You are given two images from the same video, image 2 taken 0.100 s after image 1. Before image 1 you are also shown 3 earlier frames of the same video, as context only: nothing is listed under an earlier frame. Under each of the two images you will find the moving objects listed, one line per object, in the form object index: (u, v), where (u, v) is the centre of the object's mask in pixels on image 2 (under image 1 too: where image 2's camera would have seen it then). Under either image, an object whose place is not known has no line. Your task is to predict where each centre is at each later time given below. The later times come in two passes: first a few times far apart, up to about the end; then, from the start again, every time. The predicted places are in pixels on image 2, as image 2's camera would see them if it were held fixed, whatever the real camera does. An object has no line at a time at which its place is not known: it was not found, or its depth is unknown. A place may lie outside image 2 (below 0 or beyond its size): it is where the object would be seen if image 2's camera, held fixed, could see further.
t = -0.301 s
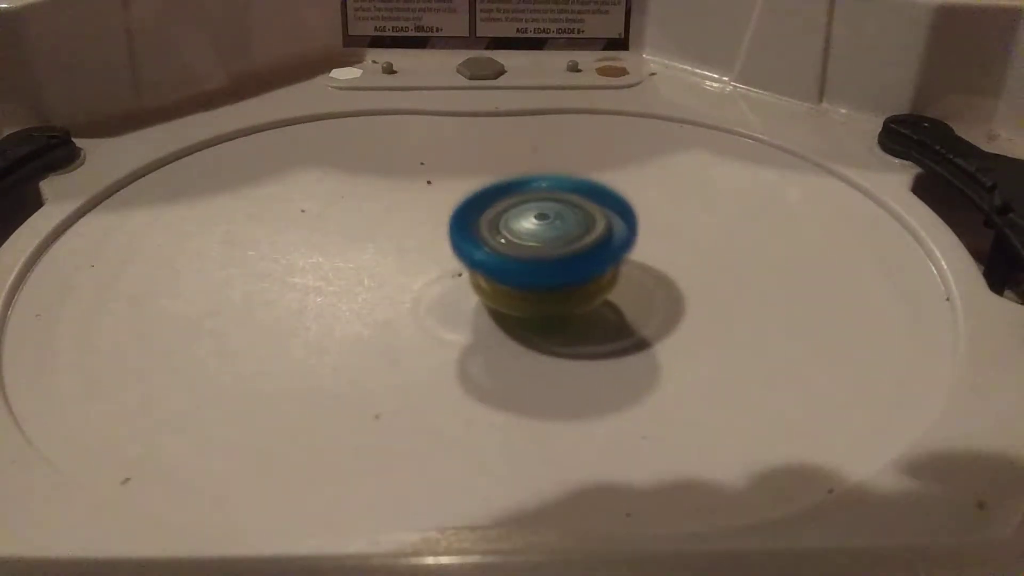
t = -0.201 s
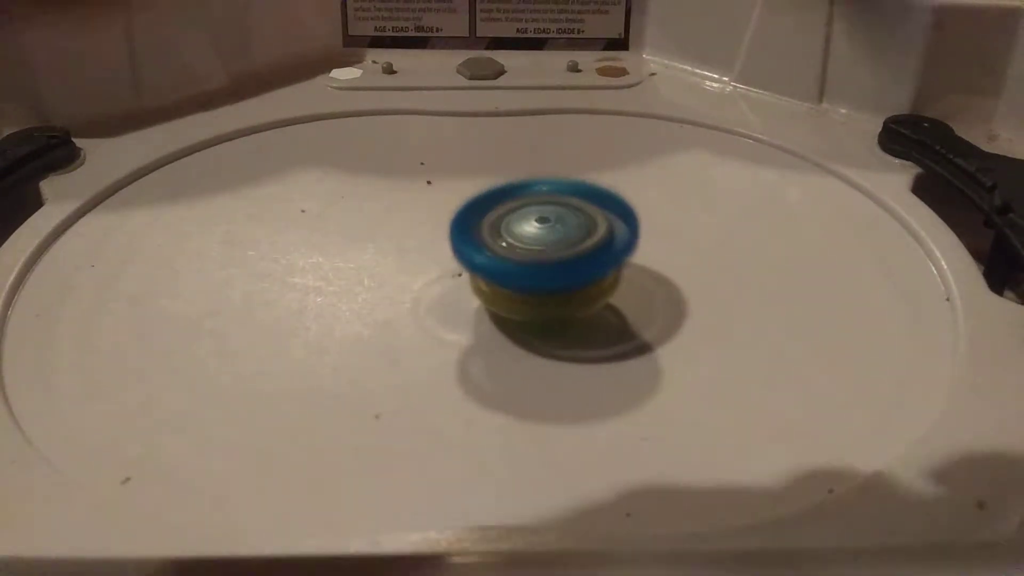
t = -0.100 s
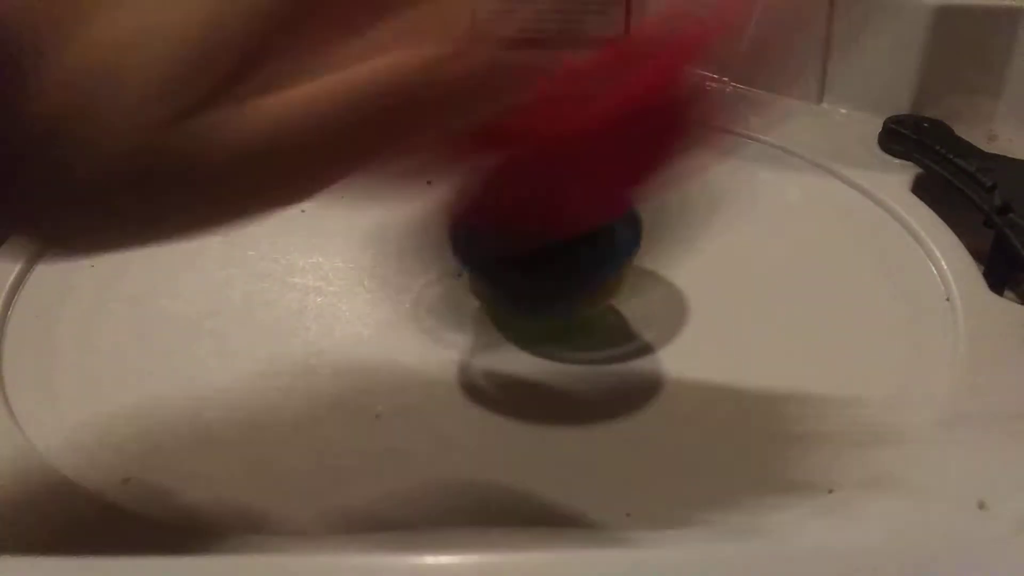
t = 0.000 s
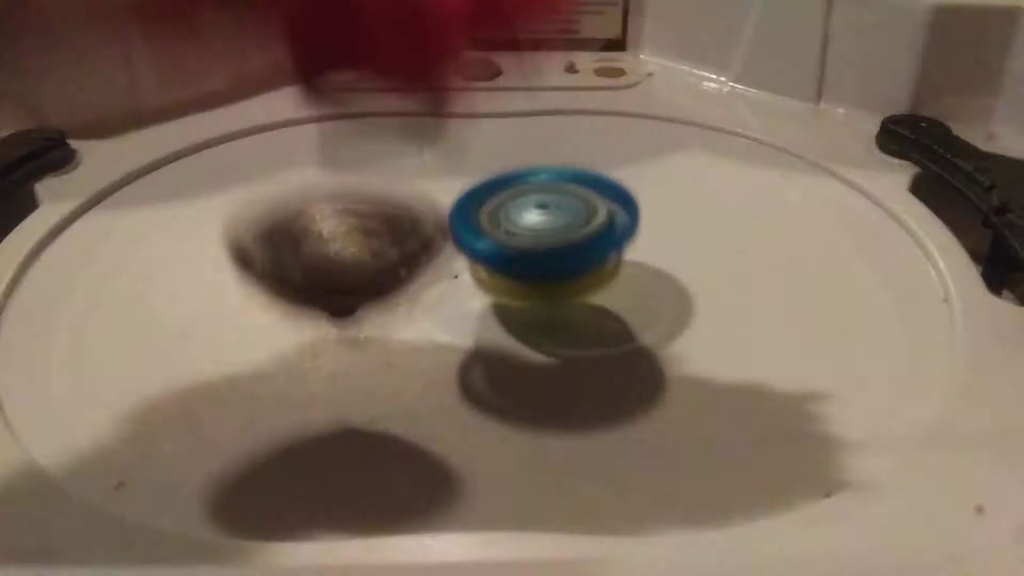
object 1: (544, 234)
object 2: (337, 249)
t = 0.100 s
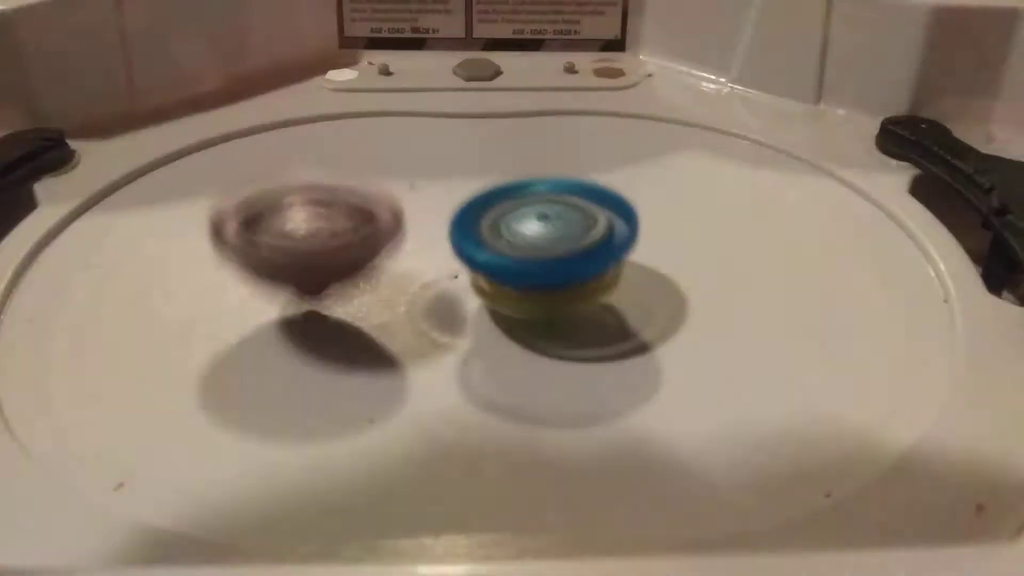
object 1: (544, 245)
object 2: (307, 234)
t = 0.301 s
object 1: (543, 254)
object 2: (315, 203)
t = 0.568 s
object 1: (533, 265)
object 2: (303, 230)
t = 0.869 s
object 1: (594, 271)
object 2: (307, 216)
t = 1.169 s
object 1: (596, 256)
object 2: (382, 205)
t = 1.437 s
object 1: (562, 247)
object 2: (387, 181)
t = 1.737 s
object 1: (566, 272)
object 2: (369, 187)
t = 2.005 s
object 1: (600, 286)
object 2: (393, 207)
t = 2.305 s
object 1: (645, 314)
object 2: (424, 189)
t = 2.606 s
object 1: (639, 324)
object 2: (431, 203)
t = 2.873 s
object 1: (602, 352)
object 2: (541, 188)
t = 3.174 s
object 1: (580, 330)
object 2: (517, 177)
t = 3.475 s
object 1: (514, 321)
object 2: (533, 176)
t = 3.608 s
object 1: (494, 305)
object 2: (526, 178)
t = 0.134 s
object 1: (538, 245)
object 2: (304, 213)
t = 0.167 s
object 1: (531, 246)
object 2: (306, 208)
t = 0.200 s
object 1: (530, 247)
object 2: (310, 202)
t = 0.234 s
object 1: (534, 248)
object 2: (312, 199)
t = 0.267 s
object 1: (541, 252)
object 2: (314, 199)
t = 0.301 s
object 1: (543, 254)
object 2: (315, 203)
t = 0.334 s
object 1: (542, 256)
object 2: (316, 207)
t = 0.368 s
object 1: (539, 257)
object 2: (314, 211)
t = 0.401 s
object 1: (537, 257)
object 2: (308, 214)
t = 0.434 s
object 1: (535, 258)
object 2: (301, 216)
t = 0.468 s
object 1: (534, 259)
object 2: (295, 219)
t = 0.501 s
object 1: (534, 261)
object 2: (293, 222)
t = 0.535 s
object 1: (534, 263)
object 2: (296, 226)
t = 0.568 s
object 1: (533, 265)
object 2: (303, 230)
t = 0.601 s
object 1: (531, 267)
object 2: (315, 234)
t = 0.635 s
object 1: (529, 268)
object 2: (331, 236)
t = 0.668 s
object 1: (543, 269)
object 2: (332, 233)
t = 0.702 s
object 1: (564, 274)
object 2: (324, 227)
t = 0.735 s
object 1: (578, 275)
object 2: (319, 222)
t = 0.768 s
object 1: (586, 276)
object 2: (314, 219)
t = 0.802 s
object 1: (591, 275)
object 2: (311, 218)
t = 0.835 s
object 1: (593, 273)
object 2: (308, 216)
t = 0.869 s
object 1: (594, 271)
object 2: (307, 216)
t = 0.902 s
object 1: (595, 268)
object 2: (308, 216)
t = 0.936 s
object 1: (595, 267)
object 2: (312, 216)
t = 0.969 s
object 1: (596, 264)
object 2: (318, 216)
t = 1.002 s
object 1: (596, 262)
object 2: (326, 216)
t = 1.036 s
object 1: (596, 261)
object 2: (336, 215)
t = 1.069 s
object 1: (596, 259)
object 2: (350, 214)
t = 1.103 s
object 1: (597, 259)
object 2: (364, 211)
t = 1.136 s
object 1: (597, 257)
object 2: (375, 208)
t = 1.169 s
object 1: (596, 256)
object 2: (382, 205)
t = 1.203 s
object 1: (595, 254)
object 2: (387, 202)
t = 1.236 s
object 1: (593, 252)
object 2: (390, 198)
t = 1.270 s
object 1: (589, 252)
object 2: (394, 194)
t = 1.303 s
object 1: (584, 250)
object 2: (395, 189)
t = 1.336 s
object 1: (580, 249)
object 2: (395, 186)
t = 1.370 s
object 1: (574, 249)
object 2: (392, 184)
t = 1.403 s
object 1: (569, 248)
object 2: (390, 182)
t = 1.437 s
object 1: (562, 247)
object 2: (387, 181)
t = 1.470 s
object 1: (556, 247)
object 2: (386, 181)
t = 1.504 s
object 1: (549, 247)
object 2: (386, 182)
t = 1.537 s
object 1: (546, 248)
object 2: (386, 184)
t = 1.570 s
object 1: (546, 250)
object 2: (381, 184)
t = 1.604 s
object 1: (543, 253)
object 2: (378, 184)
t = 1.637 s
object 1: (539, 255)
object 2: (377, 186)
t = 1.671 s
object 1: (535, 256)
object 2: (379, 189)
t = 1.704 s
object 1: (544, 262)
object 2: (377, 189)
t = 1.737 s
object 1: (566, 272)
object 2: (369, 187)
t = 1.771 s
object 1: (580, 279)
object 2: (365, 186)
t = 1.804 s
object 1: (588, 283)
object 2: (364, 188)
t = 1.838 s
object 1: (592, 285)
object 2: (364, 192)
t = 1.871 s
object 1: (595, 286)
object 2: (366, 196)
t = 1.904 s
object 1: (597, 286)
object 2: (370, 199)
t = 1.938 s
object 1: (599, 286)
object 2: (375, 203)
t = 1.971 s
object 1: (599, 285)
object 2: (382, 205)
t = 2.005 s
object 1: (600, 286)
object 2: (393, 207)
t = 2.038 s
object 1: (601, 285)
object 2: (409, 208)
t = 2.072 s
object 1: (600, 285)
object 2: (425, 208)
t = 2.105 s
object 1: (599, 285)
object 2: (438, 209)
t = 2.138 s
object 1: (602, 289)
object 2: (445, 209)
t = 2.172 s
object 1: (619, 299)
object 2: (441, 206)
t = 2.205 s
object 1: (630, 306)
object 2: (438, 201)
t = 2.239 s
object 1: (636, 310)
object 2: (434, 196)
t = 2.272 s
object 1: (641, 313)
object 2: (429, 192)
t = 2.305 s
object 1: (645, 314)
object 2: (424, 189)
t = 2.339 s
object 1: (648, 316)
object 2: (420, 188)
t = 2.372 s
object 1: (650, 317)
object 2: (416, 187)
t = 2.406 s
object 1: (651, 318)
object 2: (412, 187)
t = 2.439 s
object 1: (651, 319)
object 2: (410, 188)
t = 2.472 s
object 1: (651, 319)
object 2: (409, 189)
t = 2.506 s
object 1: (650, 321)
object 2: (411, 192)
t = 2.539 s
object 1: (648, 321)
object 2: (416, 195)
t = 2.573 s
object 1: (644, 322)
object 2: (422, 199)
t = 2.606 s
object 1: (639, 324)
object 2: (431, 203)
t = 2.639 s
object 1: (633, 324)
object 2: (441, 207)
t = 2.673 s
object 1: (626, 324)
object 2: (450, 213)
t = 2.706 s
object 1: (618, 322)
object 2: (466, 214)
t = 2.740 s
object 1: (610, 321)
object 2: (485, 213)
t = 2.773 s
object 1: (602, 320)
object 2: (510, 209)
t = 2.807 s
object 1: (602, 335)
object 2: (530, 202)
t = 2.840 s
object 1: (602, 345)
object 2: (538, 195)
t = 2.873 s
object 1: (602, 352)
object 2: (541, 188)
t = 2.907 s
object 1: (602, 353)
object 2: (541, 183)
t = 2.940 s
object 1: (602, 353)
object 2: (540, 179)
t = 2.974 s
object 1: (601, 351)
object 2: (537, 176)
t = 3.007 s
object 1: (600, 348)
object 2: (534, 174)
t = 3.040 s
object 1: (598, 345)
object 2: (531, 173)
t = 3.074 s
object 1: (595, 341)
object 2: (527, 173)
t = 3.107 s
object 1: (591, 338)
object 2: (523, 173)
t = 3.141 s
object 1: (586, 333)
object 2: (520, 175)
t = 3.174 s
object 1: (580, 330)
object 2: (517, 177)
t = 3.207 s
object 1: (574, 325)
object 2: (515, 180)
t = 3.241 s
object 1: (567, 320)
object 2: (515, 185)
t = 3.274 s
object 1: (560, 315)
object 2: (516, 188)
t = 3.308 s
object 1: (553, 312)
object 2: (521, 190)
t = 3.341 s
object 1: (545, 318)
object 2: (528, 189)
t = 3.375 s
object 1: (535, 324)
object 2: (531, 185)
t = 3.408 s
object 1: (526, 325)
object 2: (534, 180)
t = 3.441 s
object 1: (519, 323)
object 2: (534, 177)
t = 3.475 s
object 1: (514, 321)
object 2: (533, 176)
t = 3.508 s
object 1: (509, 317)
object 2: (531, 176)
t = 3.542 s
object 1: (504, 314)
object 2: (530, 176)
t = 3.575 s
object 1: (499, 310)
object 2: (528, 177)
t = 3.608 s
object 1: (494, 305)
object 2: (526, 178)
